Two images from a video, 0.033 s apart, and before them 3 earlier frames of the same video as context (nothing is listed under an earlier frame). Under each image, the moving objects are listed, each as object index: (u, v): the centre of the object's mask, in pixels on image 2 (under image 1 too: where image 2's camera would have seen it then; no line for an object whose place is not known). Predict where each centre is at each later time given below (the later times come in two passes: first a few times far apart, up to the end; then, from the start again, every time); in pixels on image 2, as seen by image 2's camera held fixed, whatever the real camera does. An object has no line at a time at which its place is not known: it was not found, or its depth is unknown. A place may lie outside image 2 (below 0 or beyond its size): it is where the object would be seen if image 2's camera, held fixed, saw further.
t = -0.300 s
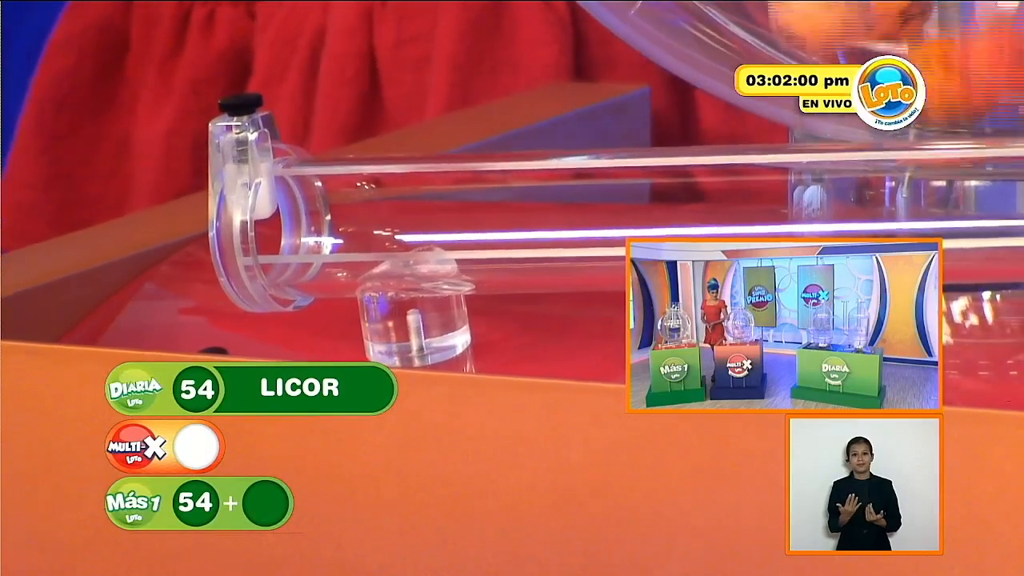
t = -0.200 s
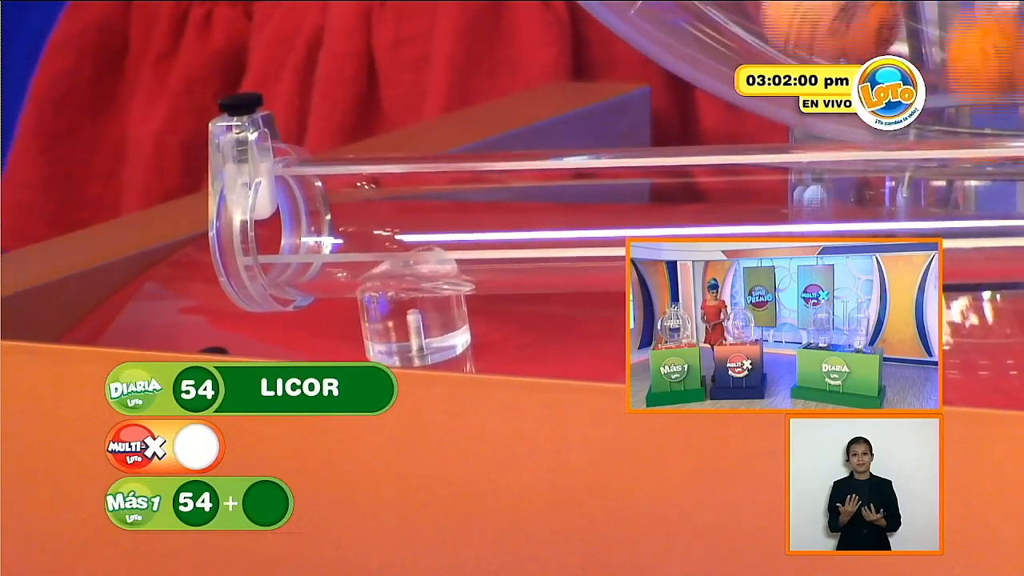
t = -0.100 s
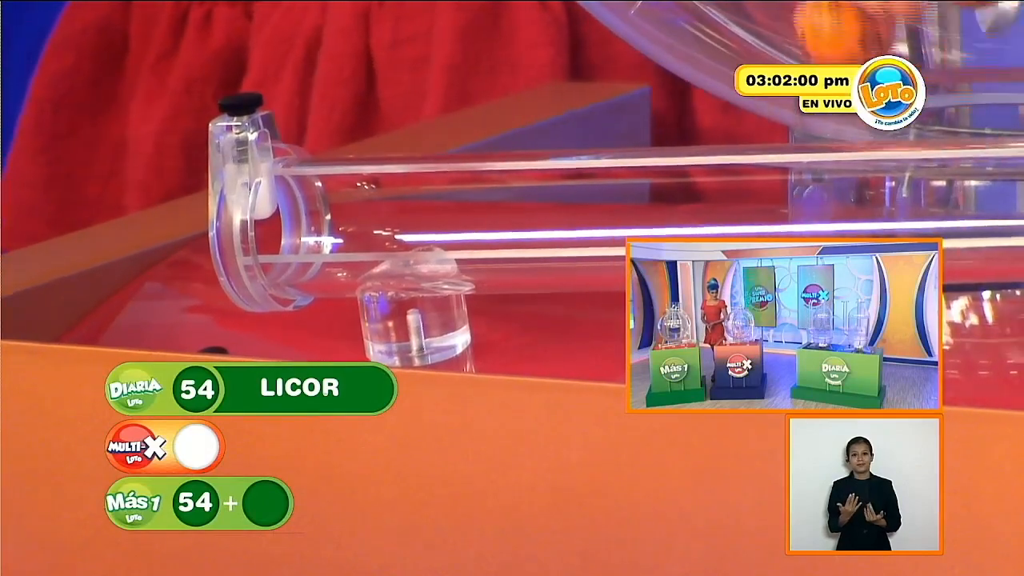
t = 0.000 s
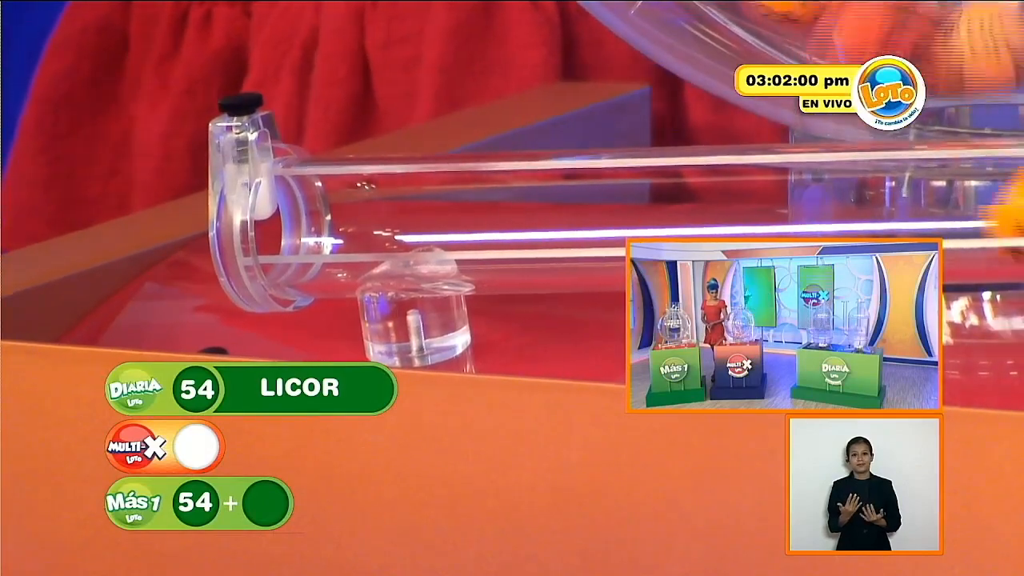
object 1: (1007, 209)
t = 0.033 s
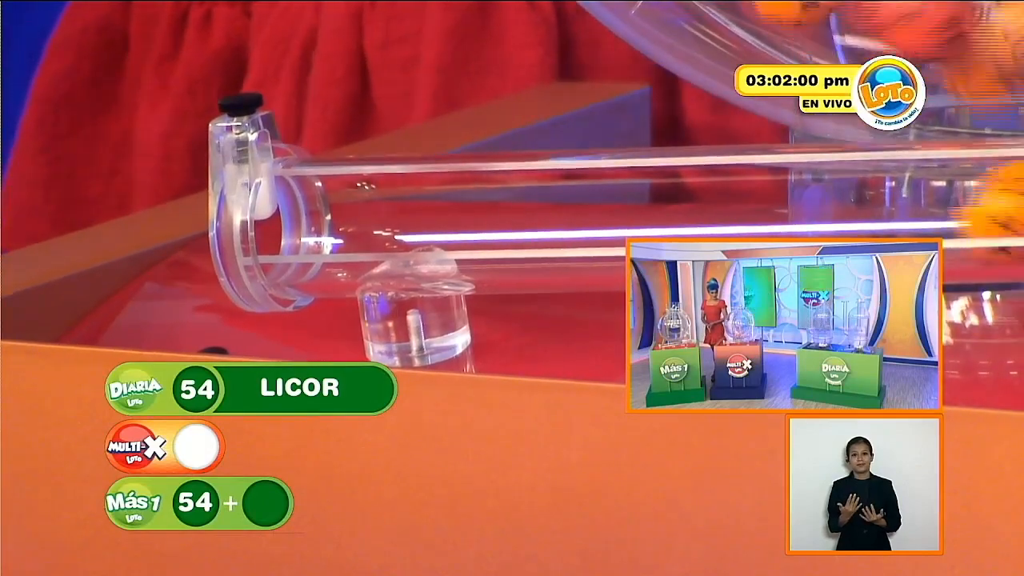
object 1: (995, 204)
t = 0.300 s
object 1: (757, 205)
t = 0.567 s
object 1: (428, 216)
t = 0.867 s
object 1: (326, 220)
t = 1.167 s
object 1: (325, 220)
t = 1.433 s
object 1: (325, 220)
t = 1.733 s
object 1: (326, 219)
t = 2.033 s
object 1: (326, 217)
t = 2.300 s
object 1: (327, 218)
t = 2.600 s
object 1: (326, 219)
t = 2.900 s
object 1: (326, 218)
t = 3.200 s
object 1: (326, 218)
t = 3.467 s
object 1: (326, 217)
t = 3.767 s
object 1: (326, 218)
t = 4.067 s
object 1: (326, 219)
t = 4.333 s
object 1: (326, 217)
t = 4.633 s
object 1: (326, 219)
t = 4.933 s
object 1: (325, 220)
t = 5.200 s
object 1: (325, 224)
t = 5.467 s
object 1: (325, 226)
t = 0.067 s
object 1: (984, 202)
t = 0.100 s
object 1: (959, 203)
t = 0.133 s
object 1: (928, 203)
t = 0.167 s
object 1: (895, 204)
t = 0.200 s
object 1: (862, 203)
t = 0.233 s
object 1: (831, 205)
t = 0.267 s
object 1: (798, 205)
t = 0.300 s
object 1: (757, 205)
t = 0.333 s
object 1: (725, 206)
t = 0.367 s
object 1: (686, 205)
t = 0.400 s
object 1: (645, 209)
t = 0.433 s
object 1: (602, 211)
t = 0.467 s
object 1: (562, 213)
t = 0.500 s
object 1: (519, 213)
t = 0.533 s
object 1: (471, 217)
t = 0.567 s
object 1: (428, 216)
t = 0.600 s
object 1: (383, 217)
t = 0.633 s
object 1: (338, 218)
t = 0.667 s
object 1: (332, 217)
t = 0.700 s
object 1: (341, 218)
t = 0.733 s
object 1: (346, 218)
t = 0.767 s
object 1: (344, 219)
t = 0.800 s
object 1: (342, 219)
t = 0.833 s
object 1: (331, 220)
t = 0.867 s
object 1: (326, 220)
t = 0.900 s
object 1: (326, 220)
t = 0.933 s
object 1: (325, 220)
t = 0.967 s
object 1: (325, 220)
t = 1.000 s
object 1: (326, 219)
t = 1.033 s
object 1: (326, 219)
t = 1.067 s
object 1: (326, 220)
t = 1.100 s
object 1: (326, 220)
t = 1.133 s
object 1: (326, 219)
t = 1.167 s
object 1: (325, 220)
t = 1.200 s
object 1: (325, 220)
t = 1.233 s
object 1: (326, 220)
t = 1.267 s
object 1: (325, 220)
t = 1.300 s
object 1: (326, 218)
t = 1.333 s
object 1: (326, 218)
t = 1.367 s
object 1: (326, 219)
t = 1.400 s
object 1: (325, 220)
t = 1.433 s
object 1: (325, 220)
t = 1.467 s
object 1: (326, 219)
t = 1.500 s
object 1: (326, 219)
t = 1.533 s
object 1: (326, 219)
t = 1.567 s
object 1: (326, 219)
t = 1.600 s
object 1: (326, 219)
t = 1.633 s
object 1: (326, 219)
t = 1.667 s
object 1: (326, 219)
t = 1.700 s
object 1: (326, 219)
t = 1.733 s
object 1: (326, 219)
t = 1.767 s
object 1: (326, 219)
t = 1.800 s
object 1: (326, 219)
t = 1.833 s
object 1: (326, 219)
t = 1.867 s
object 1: (326, 217)
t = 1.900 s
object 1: (326, 218)
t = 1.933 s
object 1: (326, 218)
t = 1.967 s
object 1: (326, 218)
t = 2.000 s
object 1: (326, 217)
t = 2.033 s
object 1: (326, 217)
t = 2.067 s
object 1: (326, 217)
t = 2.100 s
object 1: (326, 218)
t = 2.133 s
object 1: (326, 218)
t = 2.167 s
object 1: (326, 218)
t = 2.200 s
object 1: (326, 218)
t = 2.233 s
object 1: (326, 218)
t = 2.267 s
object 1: (326, 218)
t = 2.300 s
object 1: (327, 218)
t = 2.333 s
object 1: (327, 219)
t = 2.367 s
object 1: (326, 220)
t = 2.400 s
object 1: (327, 219)
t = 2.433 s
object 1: (327, 220)
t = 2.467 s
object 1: (326, 220)
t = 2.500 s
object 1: (326, 220)
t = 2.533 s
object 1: (326, 219)
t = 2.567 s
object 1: (326, 219)
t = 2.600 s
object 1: (326, 219)
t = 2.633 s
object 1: (326, 218)
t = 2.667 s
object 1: (326, 218)
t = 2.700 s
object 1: (326, 217)
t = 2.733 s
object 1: (326, 219)
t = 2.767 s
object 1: (326, 218)
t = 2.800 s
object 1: (326, 218)
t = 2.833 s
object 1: (326, 218)
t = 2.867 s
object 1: (326, 218)
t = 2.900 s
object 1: (326, 218)
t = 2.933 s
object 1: (326, 219)
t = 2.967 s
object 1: (326, 218)
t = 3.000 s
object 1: (326, 218)
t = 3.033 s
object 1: (326, 218)
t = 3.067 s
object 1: (326, 219)
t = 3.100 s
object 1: (326, 219)
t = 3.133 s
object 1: (326, 220)
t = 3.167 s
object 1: (326, 220)
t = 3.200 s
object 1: (326, 218)
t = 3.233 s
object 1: (326, 218)
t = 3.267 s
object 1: (326, 217)
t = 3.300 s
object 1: (326, 217)
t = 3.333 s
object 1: (326, 219)
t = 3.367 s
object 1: (326, 219)
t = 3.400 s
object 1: (326, 219)
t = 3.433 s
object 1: (326, 218)
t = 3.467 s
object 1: (326, 217)
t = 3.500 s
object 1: (326, 218)
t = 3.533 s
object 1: (326, 219)
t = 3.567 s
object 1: (326, 219)
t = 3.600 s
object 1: (326, 218)
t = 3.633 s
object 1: (326, 218)
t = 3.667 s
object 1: (326, 218)
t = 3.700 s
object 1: (326, 218)
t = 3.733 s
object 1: (326, 218)
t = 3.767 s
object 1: (326, 218)
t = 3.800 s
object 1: (326, 217)
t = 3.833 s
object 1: (326, 217)
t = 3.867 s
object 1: (326, 218)
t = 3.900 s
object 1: (326, 219)
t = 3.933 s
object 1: (326, 219)
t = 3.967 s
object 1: (326, 219)
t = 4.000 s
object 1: (326, 219)
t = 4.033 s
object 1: (326, 219)
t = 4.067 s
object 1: (326, 219)
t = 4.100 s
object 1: (326, 218)
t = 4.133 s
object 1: (326, 217)
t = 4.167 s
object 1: (325, 218)
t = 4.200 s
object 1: (325, 218)
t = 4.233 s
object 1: (326, 218)
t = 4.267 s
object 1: (326, 218)
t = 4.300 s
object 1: (326, 218)
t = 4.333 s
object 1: (326, 217)
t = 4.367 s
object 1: (326, 217)
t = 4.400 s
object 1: (326, 217)
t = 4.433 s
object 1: (326, 217)
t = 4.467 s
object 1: (326, 217)
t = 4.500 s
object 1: (326, 217)
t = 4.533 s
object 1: (326, 218)
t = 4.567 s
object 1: (326, 217)
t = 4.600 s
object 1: (326, 219)
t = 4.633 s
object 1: (326, 219)
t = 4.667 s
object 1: (326, 218)
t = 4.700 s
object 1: (326, 218)
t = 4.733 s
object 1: (326, 217)
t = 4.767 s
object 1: (325, 218)
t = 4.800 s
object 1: (325, 217)
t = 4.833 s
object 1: (325, 218)
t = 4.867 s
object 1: (325, 218)
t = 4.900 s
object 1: (325, 217)
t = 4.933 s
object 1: (325, 220)
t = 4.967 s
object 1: (325, 220)
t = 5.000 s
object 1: (325, 220)
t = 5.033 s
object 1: (325, 221)
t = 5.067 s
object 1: (325, 221)
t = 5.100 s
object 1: (325, 222)
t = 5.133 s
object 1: (325, 223)
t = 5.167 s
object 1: (325, 224)
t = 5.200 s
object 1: (325, 224)
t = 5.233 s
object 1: (325, 225)
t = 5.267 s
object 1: (325, 226)
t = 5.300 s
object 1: (325, 226)
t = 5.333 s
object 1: (325, 226)
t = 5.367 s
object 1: (325, 225)
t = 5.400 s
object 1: (325, 225)
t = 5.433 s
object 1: (325, 225)
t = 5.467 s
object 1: (325, 226)
